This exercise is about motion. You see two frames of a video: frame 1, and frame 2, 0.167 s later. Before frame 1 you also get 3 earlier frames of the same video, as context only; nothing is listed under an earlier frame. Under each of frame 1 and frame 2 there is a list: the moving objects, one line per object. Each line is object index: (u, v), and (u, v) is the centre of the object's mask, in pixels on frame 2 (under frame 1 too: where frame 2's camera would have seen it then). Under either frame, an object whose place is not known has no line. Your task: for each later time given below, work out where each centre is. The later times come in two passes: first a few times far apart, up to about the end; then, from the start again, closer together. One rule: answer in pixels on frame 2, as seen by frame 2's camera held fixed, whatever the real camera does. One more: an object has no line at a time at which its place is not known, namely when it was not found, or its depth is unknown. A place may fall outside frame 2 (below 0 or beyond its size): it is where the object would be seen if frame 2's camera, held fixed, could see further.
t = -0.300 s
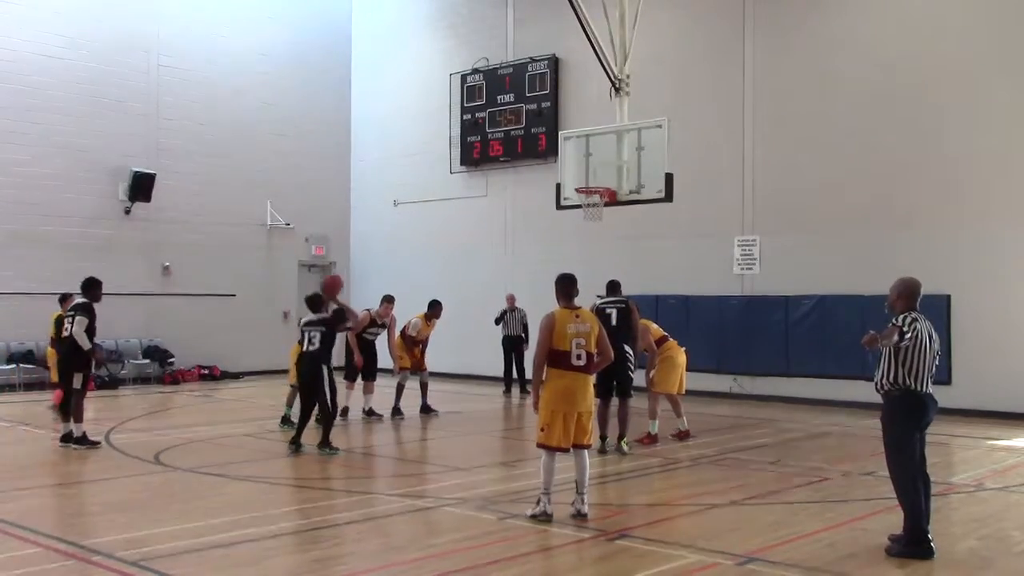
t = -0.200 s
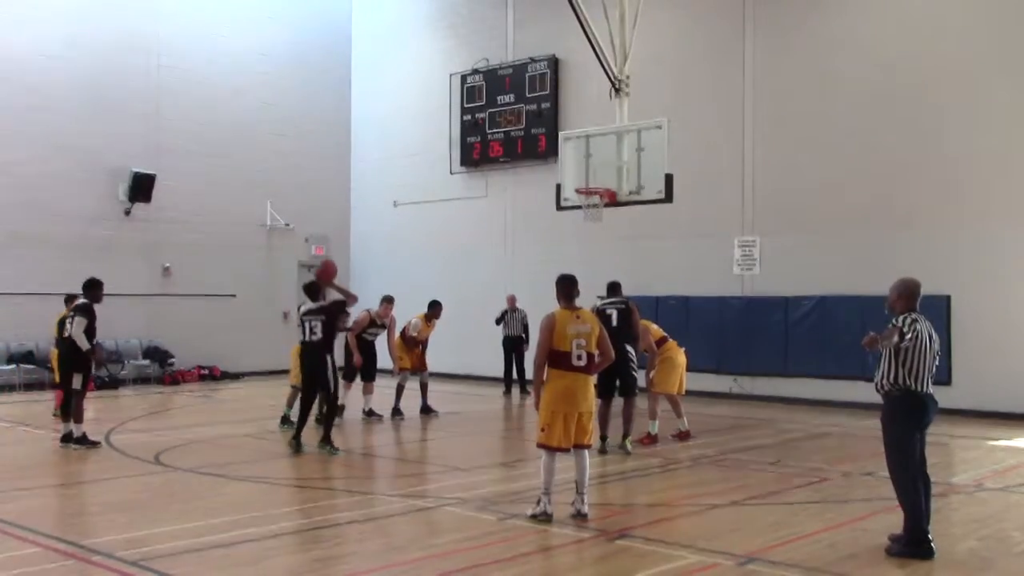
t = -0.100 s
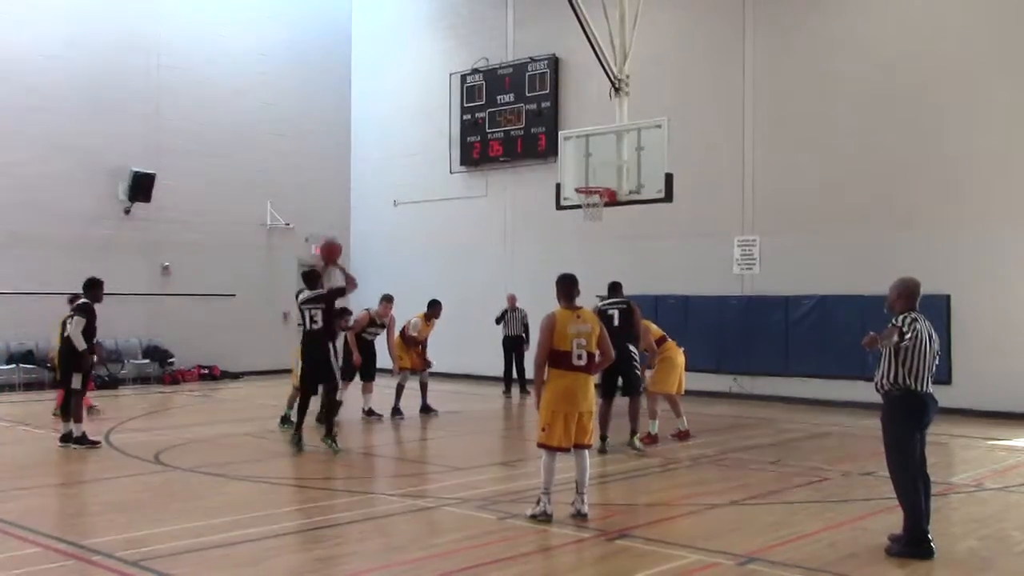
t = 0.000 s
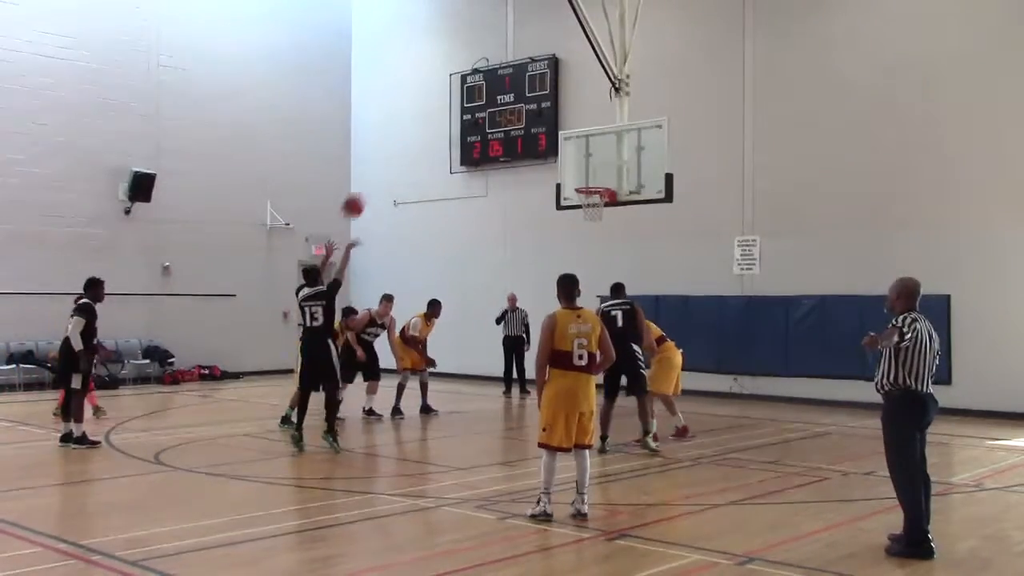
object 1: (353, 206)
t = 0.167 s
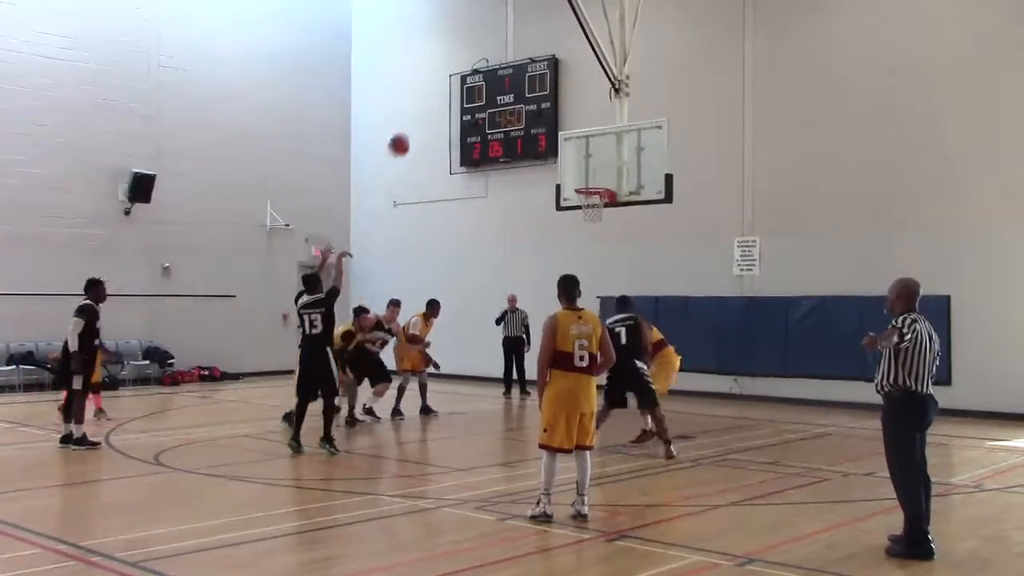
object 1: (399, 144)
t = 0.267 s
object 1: (425, 121)
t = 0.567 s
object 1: (491, 102)
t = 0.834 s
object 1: (546, 147)
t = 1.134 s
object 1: (542, 166)
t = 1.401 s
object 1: (496, 178)
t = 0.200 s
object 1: (408, 136)
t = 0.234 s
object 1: (416, 128)
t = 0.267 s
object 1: (425, 121)
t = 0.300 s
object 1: (433, 115)
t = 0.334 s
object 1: (441, 110)
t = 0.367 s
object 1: (449, 107)
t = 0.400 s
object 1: (456, 104)
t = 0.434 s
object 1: (462, 101)
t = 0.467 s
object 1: (473, 99)
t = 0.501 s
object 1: (478, 100)
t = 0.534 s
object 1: (487, 101)
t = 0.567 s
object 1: (491, 102)
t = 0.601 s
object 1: (501, 104)
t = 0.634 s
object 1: (507, 110)
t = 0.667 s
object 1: (517, 113)
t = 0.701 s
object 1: (524, 119)
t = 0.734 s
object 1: (530, 124)
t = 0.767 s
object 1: (534, 131)
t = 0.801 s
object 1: (542, 138)
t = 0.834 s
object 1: (546, 147)
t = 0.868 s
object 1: (553, 155)
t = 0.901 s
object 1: (559, 163)
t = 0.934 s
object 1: (565, 173)
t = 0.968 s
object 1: (570, 182)
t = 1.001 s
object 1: (565, 178)
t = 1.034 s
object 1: (559, 174)
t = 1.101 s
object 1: (547, 168)
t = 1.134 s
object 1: (542, 166)
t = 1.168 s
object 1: (535, 164)
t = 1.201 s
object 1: (530, 164)
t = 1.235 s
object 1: (524, 164)
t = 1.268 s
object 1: (519, 166)
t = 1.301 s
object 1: (514, 167)
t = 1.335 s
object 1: (507, 171)
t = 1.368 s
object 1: (502, 174)
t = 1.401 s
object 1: (496, 178)
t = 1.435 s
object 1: (491, 183)
